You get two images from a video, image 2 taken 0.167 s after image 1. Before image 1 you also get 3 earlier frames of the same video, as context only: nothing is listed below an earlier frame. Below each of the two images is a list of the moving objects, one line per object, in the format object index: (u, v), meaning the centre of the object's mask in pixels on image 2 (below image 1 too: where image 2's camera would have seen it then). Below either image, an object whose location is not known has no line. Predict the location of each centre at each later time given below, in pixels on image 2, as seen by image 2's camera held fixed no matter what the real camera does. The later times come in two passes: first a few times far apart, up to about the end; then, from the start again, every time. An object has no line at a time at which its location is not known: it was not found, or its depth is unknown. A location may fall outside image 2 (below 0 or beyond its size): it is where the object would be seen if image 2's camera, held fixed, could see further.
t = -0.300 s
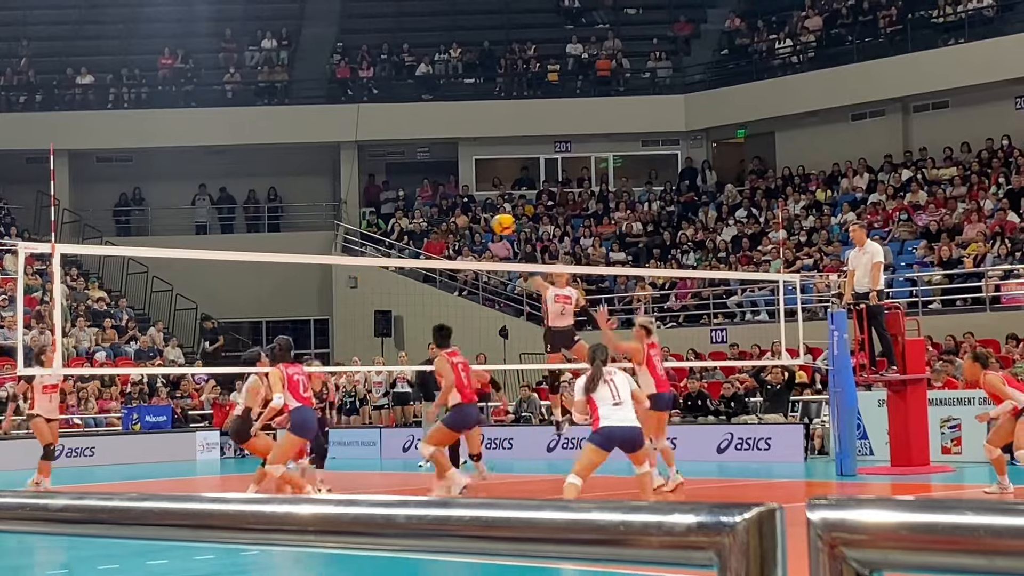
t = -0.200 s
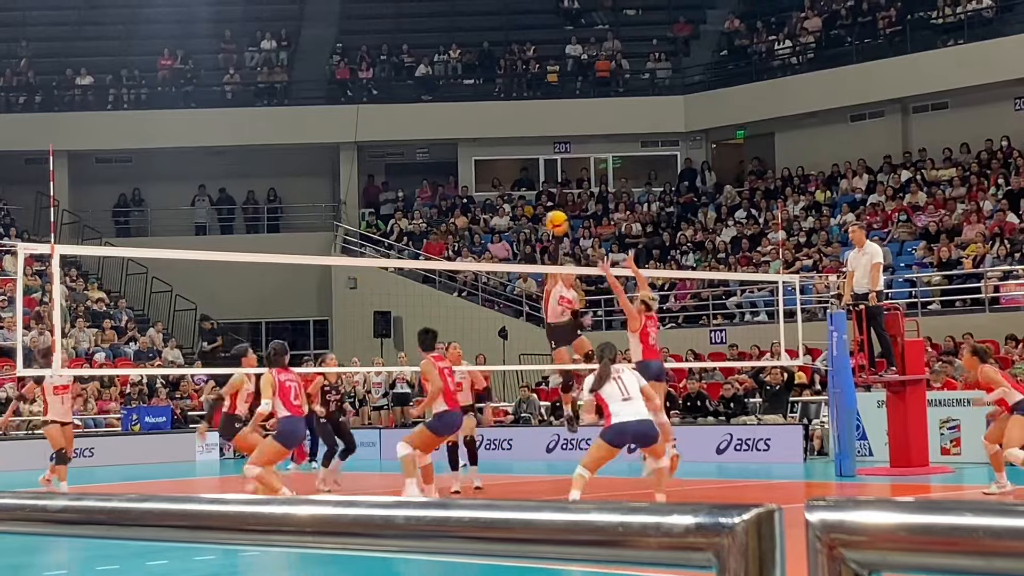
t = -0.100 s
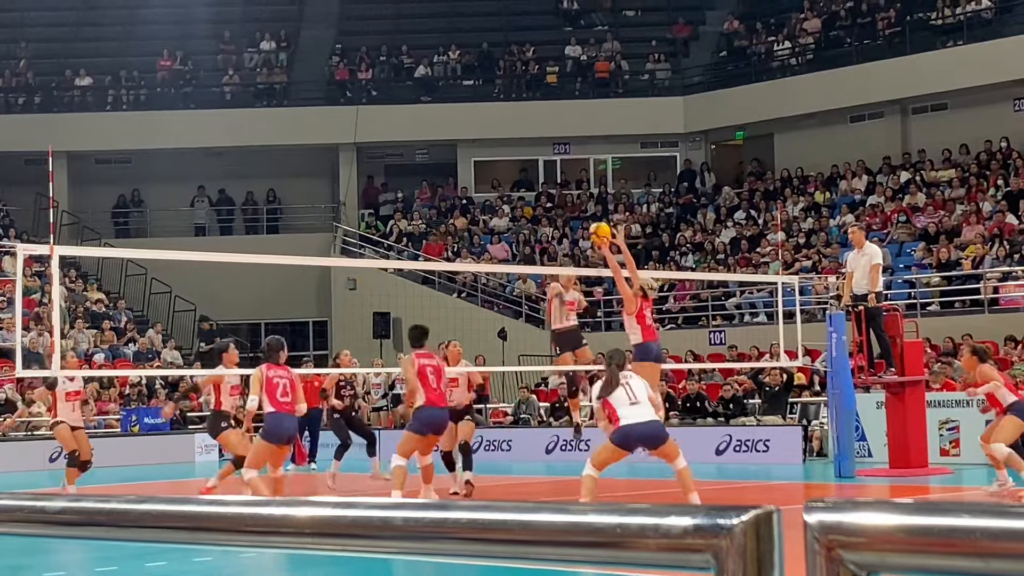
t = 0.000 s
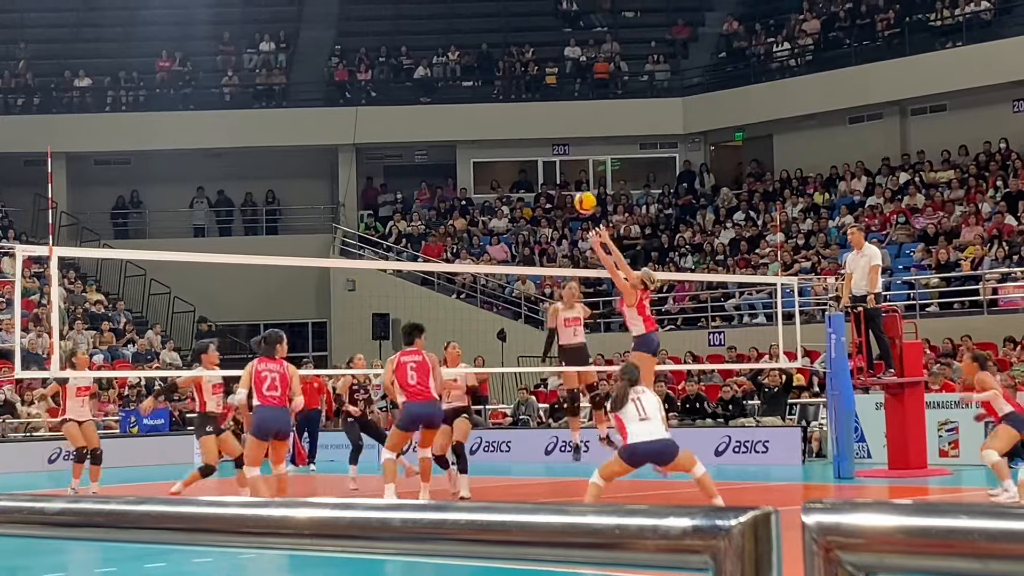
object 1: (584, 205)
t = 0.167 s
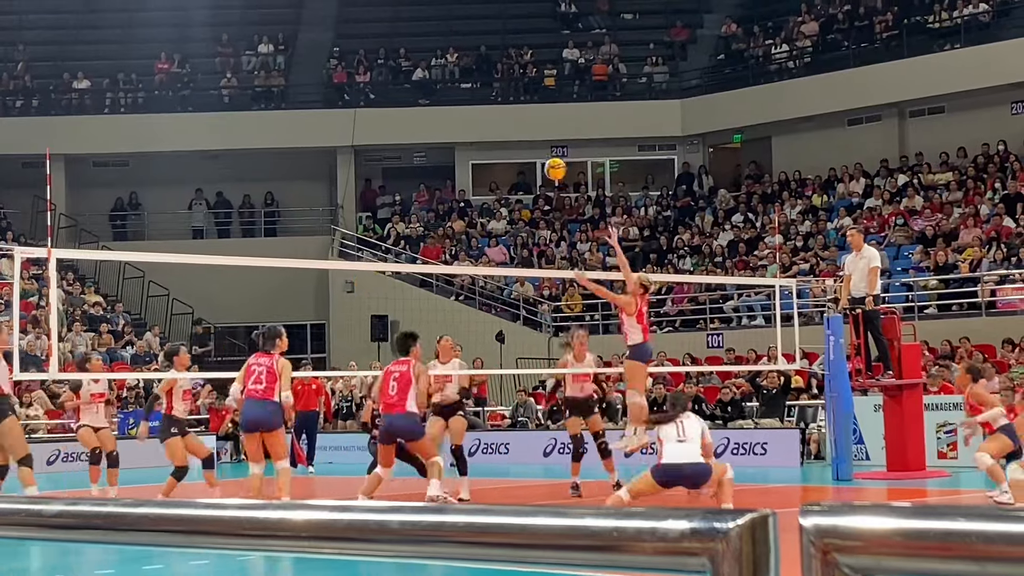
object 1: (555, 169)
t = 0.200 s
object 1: (550, 166)
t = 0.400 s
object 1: (517, 165)
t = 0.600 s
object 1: (486, 204)
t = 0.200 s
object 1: (550, 166)
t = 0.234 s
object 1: (537, 162)
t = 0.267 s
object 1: (531, 160)
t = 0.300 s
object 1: (533, 161)
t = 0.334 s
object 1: (528, 161)
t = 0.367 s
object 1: (522, 163)
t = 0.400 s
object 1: (517, 165)
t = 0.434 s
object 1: (512, 169)
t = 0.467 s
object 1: (506, 174)
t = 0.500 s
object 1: (501, 180)
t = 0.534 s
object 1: (496, 187)
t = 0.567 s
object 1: (491, 195)
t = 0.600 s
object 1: (486, 204)
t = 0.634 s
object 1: (481, 214)
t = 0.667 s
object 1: (476, 225)
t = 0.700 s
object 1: (470, 238)
